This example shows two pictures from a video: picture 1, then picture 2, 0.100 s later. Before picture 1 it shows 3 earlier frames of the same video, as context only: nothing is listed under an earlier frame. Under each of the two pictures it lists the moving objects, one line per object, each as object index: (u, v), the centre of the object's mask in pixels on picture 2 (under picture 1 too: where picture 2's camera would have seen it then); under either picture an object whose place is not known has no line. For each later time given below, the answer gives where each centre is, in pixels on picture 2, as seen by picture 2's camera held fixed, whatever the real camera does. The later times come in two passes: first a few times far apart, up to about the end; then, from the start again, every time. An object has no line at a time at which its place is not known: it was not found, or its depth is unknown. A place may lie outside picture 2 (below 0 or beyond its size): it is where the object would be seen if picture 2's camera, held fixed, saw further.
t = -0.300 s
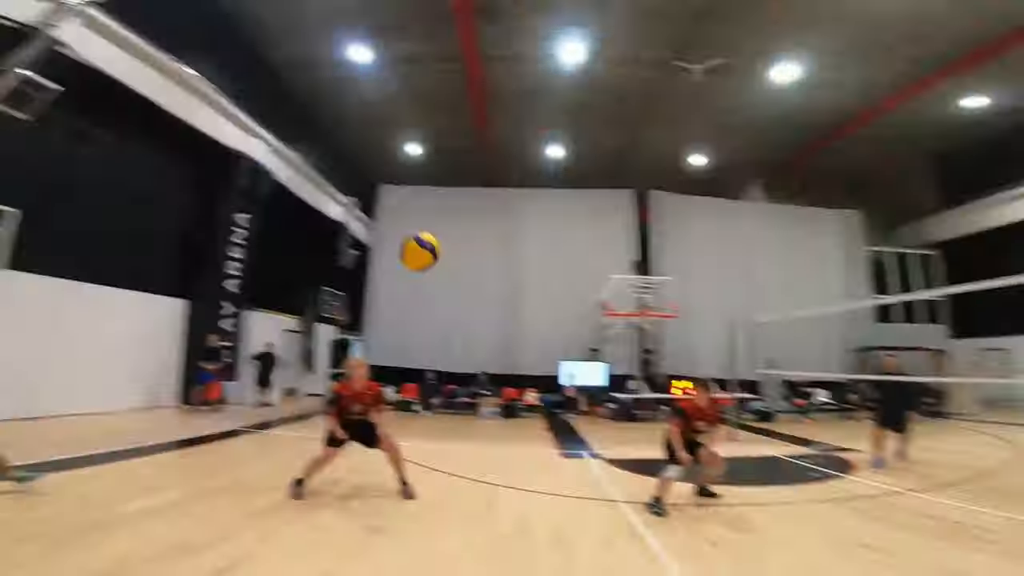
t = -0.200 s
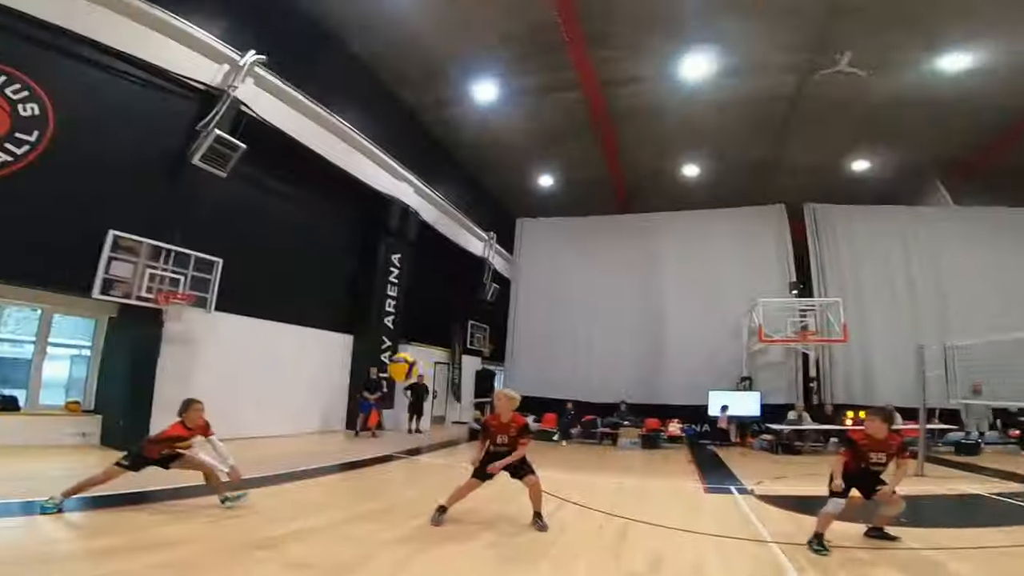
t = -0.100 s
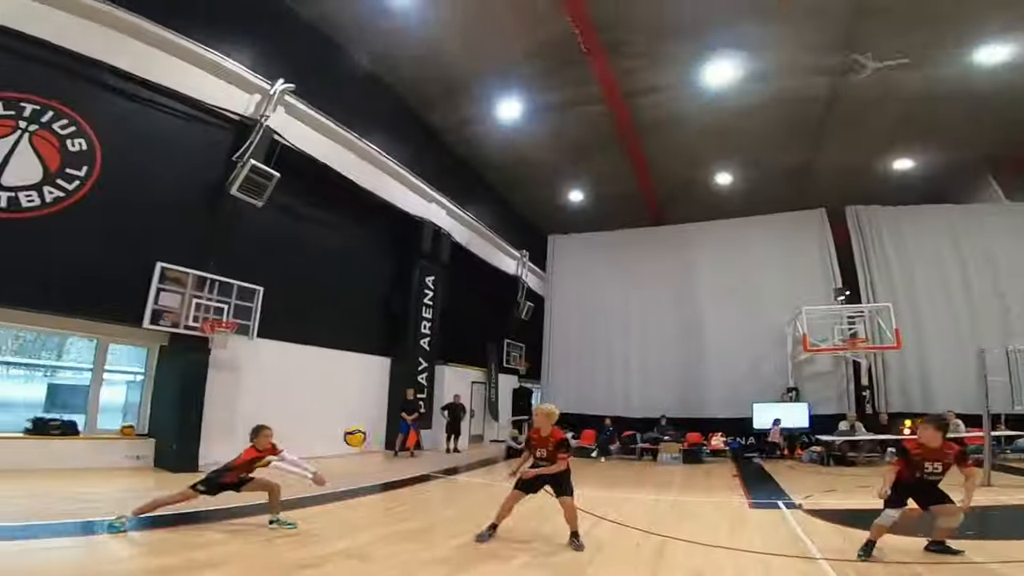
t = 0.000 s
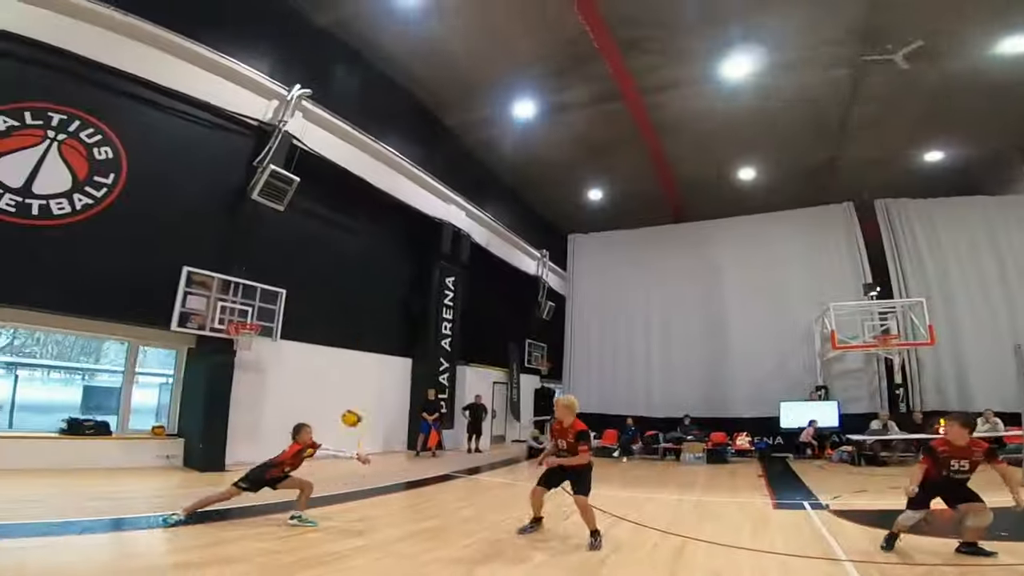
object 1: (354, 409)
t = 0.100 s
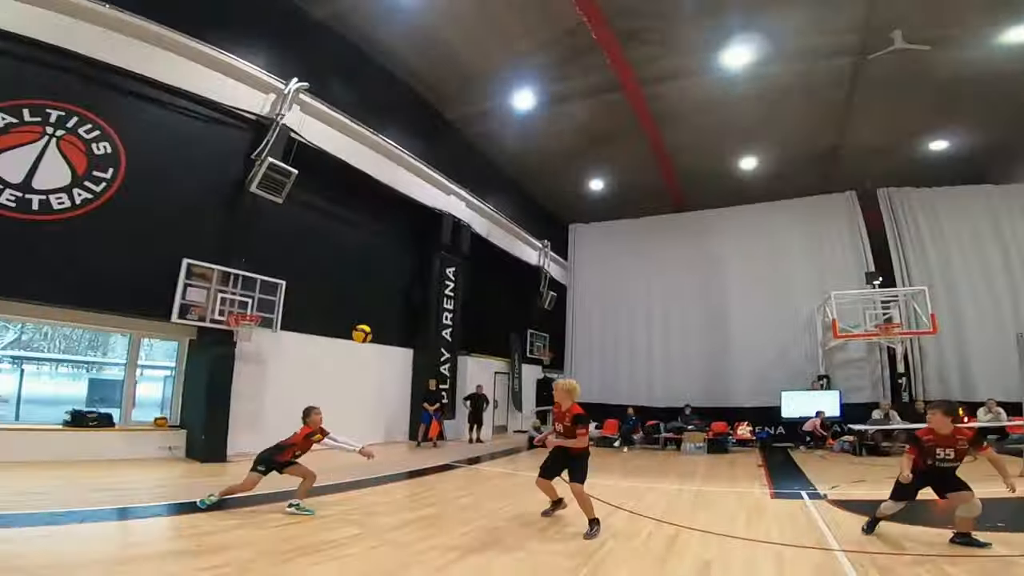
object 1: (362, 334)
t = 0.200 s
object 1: (371, 273)
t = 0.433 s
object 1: (388, 175)
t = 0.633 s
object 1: (403, 136)
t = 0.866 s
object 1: (420, 121)
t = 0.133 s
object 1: (365, 312)
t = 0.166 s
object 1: (368, 292)
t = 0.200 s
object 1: (371, 273)
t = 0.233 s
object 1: (374, 256)
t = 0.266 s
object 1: (377, 240)
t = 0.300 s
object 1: (379, 225)
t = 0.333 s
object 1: (382, 211)
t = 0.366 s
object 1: (384, 198)
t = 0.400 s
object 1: (387, 185)
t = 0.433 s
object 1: (388, 175)
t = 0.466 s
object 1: (391, 166)
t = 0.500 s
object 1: (393, 157)
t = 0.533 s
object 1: (395, 151)
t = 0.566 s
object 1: (398, 146)
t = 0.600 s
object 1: (401, 141)
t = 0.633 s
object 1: (403, 136)
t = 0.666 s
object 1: (406, 132)
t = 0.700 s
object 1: (410, 129)
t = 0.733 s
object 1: (411, 126)
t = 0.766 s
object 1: (414, 124)
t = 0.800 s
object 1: (416, 122)
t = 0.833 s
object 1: (418, 122)
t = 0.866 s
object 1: (420, 121)
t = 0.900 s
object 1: (422, 121)
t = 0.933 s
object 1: (423, 122)
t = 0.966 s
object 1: (425, 124)
